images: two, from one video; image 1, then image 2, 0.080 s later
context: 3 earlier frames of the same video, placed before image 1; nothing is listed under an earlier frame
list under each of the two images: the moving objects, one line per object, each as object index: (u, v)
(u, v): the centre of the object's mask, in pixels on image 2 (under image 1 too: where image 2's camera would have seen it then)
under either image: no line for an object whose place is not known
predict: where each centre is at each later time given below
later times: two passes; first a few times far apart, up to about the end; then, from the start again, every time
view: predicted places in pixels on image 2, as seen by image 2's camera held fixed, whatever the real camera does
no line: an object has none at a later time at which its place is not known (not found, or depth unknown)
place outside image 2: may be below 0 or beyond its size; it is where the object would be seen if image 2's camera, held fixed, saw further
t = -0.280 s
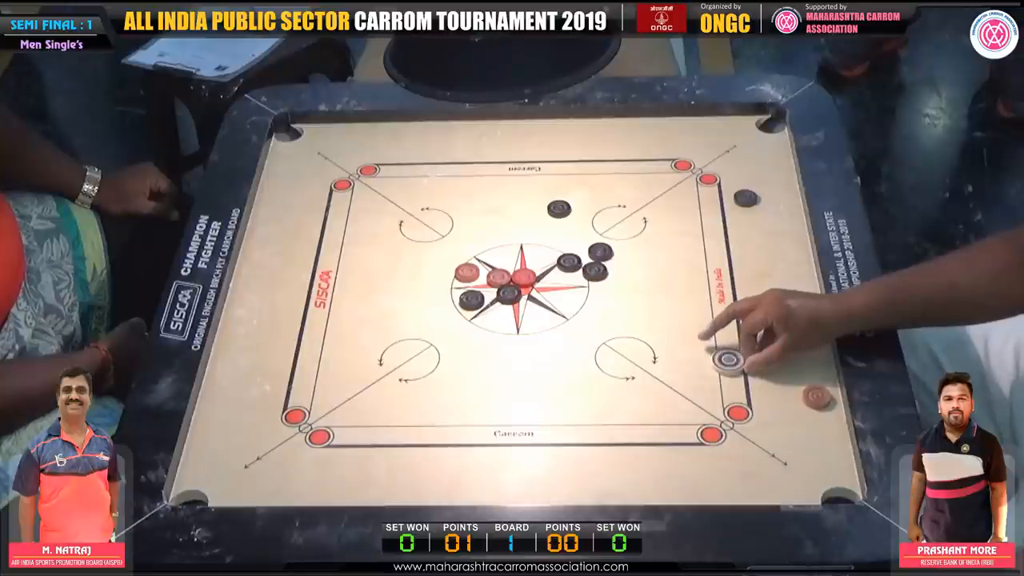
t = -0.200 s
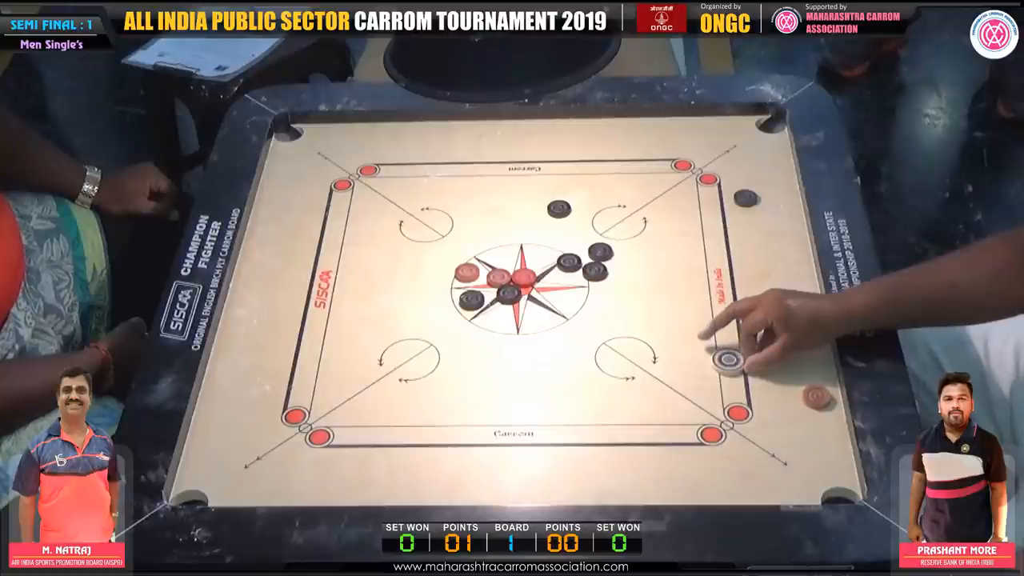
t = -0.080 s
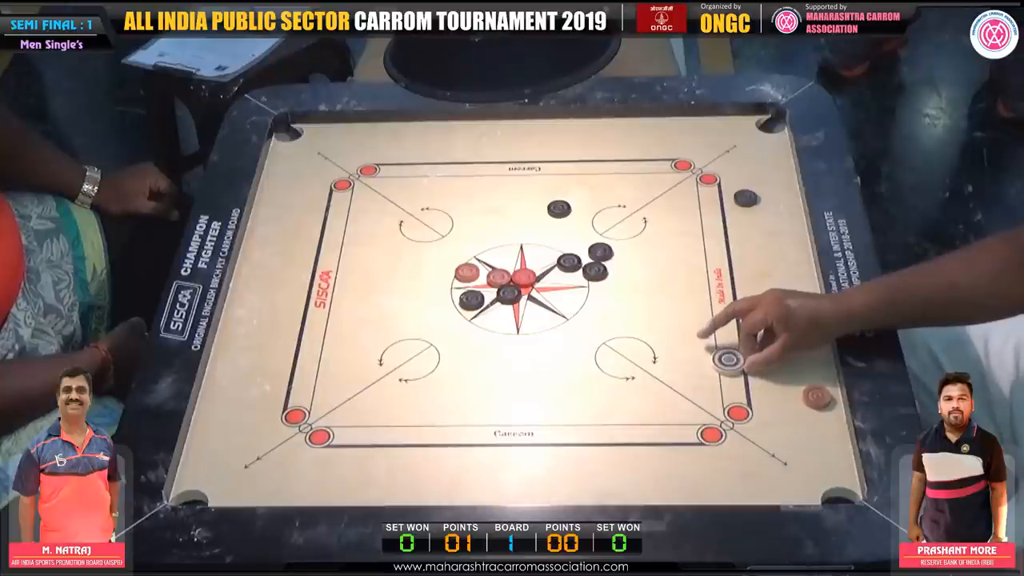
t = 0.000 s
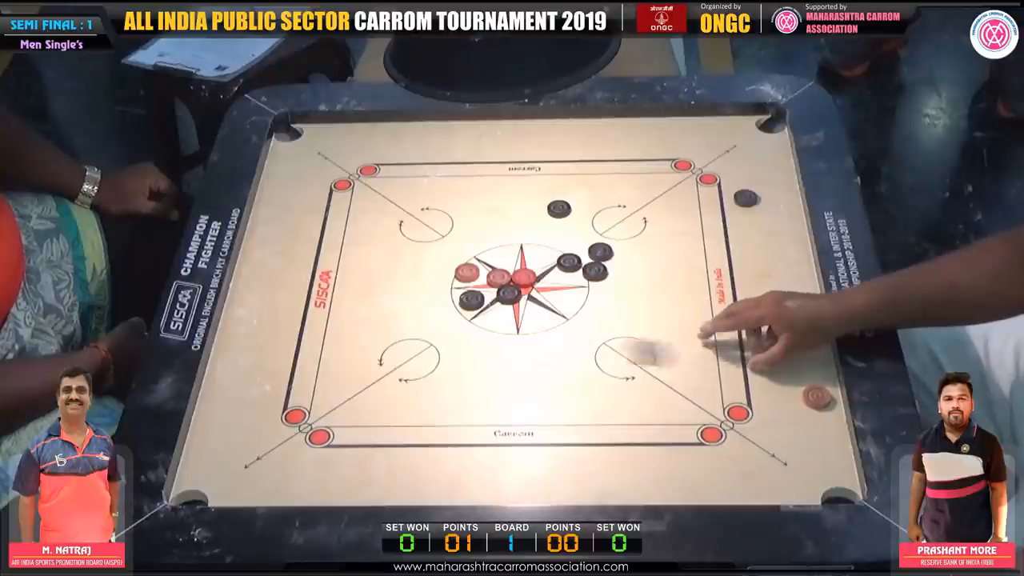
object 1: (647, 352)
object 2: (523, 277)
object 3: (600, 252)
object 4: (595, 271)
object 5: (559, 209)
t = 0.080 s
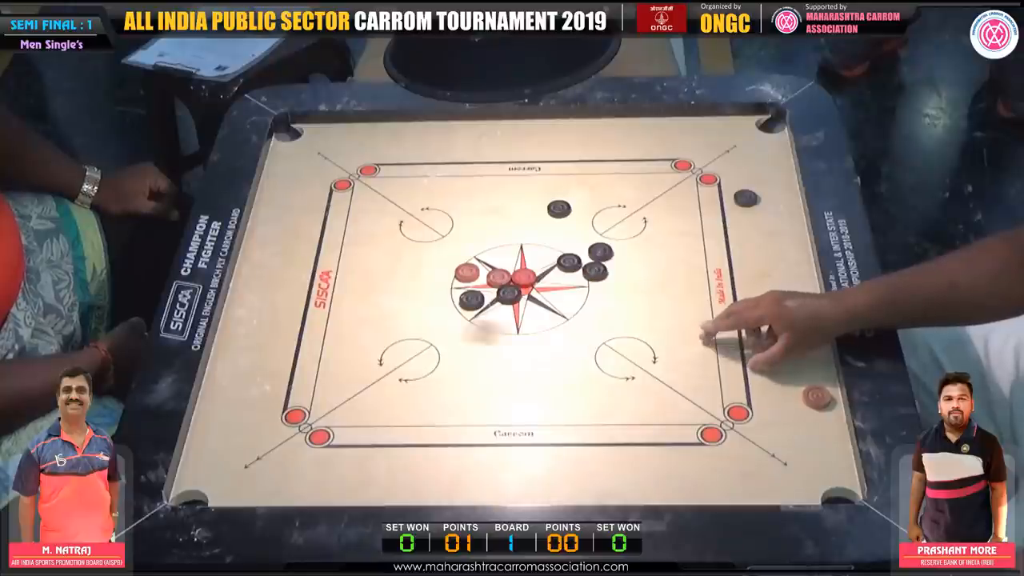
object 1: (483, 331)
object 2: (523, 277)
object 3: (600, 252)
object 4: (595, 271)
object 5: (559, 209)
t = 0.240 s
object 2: (523, 277)
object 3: (600, 252)
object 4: (595, 271)
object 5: (559, 209)
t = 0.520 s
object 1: (509, 239)
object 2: (629, 327)
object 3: (608, 250)
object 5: (559, 209)
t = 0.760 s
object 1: (562, 221)
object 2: (706, 395)
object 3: (671, 262)
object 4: (741, 220)
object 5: (574, 191)
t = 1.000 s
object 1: (568, 220)
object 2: (739, 430)
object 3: (679, 263)
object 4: (673, 216)
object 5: (581, 182)
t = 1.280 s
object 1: (568, 220)
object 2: (743, 433)
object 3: (679, 263)
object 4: (664, 216)
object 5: (581, 182)
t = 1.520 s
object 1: (568, 220)
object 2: (743, 433)
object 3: (679, 263)
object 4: (664, 216)
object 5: (581, 182)
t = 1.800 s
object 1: (568, 220)
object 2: (743, 433)
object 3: (679, 263)
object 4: (663, 216)
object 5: (581, 182)
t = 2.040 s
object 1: (568, 220)
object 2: (743, 433)
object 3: (679, 263)
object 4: (663, 216)
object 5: (581, 182)
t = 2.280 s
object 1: (568, 220)
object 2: (743, 433)
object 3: (679, 263)
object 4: (664, 216)
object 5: (581, 182)
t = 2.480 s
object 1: (568, 220)
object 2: (743, 433)
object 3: (679, 263)
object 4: (663, 216)
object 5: (581, 182)
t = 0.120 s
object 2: (523, 277)
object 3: (600, 252)
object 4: (595, 272)
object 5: (559, 209)
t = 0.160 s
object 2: (523, 277)
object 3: (600, 252)
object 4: (595, 271)
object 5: (559, 209)
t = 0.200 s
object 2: (523, 277)
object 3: (600, 252)
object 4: (595, 272)
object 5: (559, 209)
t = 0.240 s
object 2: (523, 277)
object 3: (600, 252)
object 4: (595, 271)
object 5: (559, 209)
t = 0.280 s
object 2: (523, 277)
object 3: (600, 252)
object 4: (595, 272)
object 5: (559, 209)
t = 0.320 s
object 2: (523, 277)
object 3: (600, 252)
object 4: (595, 272)
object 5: (559, 209)
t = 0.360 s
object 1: (444, 269)
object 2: (524, 278)
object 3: (600, 252)
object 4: (595, 271)
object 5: (559, 209)
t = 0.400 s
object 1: (464, 261)
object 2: (577, 283)
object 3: (600, 252)
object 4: (603, 269)
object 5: (559, 209)
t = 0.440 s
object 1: (479, 253)
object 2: (596, 298)
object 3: (600, 250)
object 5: (559, 209)
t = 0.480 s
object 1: (495, 246)
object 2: (613, 313)
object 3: (599, 248)
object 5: (559, 209)
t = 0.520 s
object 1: (509, 239)
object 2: (629, 327)
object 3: (608, 250)
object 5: (559, 209)
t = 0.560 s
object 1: (522, 234)
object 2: (645, 340)
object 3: (623, 252)
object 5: (559, 209)
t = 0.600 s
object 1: (534, 229)
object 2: (660, 353)
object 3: (636, 255)
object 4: (767, 232)
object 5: (559, 209)
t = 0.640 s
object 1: (545, 224)
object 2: (673, 365)
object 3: (647, 257)
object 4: (793, 226)
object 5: (559, 208)
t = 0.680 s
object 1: (552, 222)
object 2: (685, 376)
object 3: (657, 259)
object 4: (777, 223)
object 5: (564, 202)
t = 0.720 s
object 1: (558, 221)
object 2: (697, 386)
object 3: (665, 260)
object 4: (758, 222)
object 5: (569, 196)
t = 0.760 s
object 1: (562, 221)
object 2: (706, 395)
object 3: (671, 262)
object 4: (741, 220)
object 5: (574, 191)
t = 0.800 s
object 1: (565, 220)
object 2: (714, 403)
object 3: (676, 262)
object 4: (725, 219)
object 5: (577, 187)
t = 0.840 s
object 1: (567, 220)
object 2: (721, 410)
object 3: (678, 263)
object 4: (710, 218)
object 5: (579, 184)
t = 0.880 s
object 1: (568, 220)
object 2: (728, 417)
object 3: (679, 263)
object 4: (698, 217)
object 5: (581, 182)
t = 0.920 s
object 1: (568, 220)
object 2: (732, 422)
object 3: (679, 263)
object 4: (688, 217)
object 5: (581, 182)
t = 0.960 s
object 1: (568, 220)
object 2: (735, 426)
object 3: (679, 263)
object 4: (680, 216)
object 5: (581, 182)
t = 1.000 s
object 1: (568, 220)
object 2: (739, 430)
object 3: (679, 263)
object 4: (673, 216)
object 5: (581, 182)
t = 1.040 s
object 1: (568, 220)
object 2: (741, 431)
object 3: (679, 263)
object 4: (668, 216)
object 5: (581, 182)
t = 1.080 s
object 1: (568, 220)
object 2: (742, 433)
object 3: (679, 263)
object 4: (665, 216)
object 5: (581, 182)
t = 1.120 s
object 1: (568, 220)
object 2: (742, 433)
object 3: (679, 263)
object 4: (664, 216)
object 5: (581, 182)
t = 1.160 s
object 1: (568, 220)
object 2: (742, 433)
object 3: (679, 263)
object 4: (664, 216)
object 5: (581, 182)
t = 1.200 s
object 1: (568, 220)
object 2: (742, 433)
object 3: (679, 263)
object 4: (664, 216)
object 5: (581, 182)
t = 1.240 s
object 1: (568, 220)
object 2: (743, 433)
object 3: (679, 263)
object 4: (664, 216)
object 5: (581, 182)
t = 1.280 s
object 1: (568, 220)
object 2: (743, 433)
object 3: (679, 263)
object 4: (664, 216)
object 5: (581, 182)
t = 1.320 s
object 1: (568, 220)
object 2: (743, 433)
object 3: (679, 263)
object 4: (664, 216)
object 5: (581, 182)
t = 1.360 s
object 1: (568, 220)
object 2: (742, 433)
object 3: (679, 263)
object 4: (664, 216)
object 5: (581, 182)
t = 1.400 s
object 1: (568, 220)
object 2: (743, 433)
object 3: (679, 263)
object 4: (664, 216)
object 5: (581, 182)
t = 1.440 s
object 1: (568, 220)
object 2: (743, 433)
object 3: (679, 263)
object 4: (663, 216)
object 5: (581, 182)
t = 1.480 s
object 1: (568, 220)
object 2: (743, 433)
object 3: (679, 263)
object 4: (664, 216)
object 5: (581, 182)
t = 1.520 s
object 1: (568, 220)
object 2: (743, 433)
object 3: (679, 263)
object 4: (664, 216)
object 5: (581, 182)
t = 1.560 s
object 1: (568, 220)
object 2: (743, 433)
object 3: (679, 263)
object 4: (664, 216)
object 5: (581, 182)
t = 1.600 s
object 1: (568, 220)
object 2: (743, 433)
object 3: (679, 263)
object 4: (664, 215)
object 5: (581, 182)
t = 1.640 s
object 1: (568, 220)
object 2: (743, 433)
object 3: (679, 263)
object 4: (663, 216)
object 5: (581, 182)
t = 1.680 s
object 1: (568, 220)
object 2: (743, 433)
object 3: (679, 263)
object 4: (664, 216)
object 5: (581, 182)
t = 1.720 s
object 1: (568, 220)
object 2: (743, 433)
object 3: (679, 263)
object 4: (664, 215)
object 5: (581, 182)
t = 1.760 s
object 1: (568, 220)
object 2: (743, 433)
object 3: (679, 263)
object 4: (663, 216)
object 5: (581, 182)
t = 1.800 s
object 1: (568, 220)
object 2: (743, 433)
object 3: (679, 263)
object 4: (663, 216)
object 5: (581, 182)
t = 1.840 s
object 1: (568, 220)
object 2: (743, 433)
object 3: (679, 263)
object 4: (663, 216)
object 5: (581, 182)
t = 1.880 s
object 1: (568, 220)
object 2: (743, 433)
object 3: (679, 263)
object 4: (663, 216)
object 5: (581, 182)
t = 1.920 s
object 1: (568, 220)
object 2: (743, 433)
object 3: (679, 263)
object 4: (663, 216)
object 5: (581, 182)
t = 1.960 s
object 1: (568, 220)
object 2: (743, 433)
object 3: (679, 263)
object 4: (663, 216)
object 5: (581, 182)
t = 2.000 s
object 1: (568, 220)
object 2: (743, 433)
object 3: (679, 263)
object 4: (663, 216)
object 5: (581, 182)
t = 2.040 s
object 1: (568, 220)
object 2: (743, 433)
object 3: (679, 263)
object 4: (663, 216)
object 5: (581, 182)
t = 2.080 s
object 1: (568, 220)
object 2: (743, 433)
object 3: (679, 263)
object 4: (663, 216)
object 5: (581, 182)
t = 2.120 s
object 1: (568, 220)
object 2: (743, 433)
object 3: (679, 263)
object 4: (663, 216)
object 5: (581, 182)
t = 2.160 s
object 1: (568, 220)
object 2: (743, 433)
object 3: (679, 263)
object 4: (663, 216)
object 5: (581, 182)
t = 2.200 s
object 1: (568, 220)
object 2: (743, 433)
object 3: (679, 263)
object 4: (663, 216)
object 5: (581, 182)
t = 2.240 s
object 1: (568, 220)
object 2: (743, 433)
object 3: (679, 263)
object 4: (663, 216)
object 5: (581, 182)
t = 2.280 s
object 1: (568, 220)
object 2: (743, 433)
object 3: (679, 263)
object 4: (664, 216)
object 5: (581, 182)
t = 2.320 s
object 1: (568, 220)
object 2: (743, 433)
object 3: (679, 263)
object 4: (663, 216)
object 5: (581, 182)
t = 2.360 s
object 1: (568, 219)
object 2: (743, 433)
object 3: (679, 263)
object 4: (663, 216)
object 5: (581, 182)
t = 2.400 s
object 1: (568, 220)
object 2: (743, 433)
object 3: (679, 263)
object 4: (663, 216)
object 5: (581, 182)
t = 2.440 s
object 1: (568, 220)
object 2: (743, 433)
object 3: (679, 263)
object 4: (663, 216)
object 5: (581, 182)
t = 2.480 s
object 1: (568, 220)
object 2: (743, 433)
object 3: (679, 263)
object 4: (663, 216)
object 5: (581, 182)
